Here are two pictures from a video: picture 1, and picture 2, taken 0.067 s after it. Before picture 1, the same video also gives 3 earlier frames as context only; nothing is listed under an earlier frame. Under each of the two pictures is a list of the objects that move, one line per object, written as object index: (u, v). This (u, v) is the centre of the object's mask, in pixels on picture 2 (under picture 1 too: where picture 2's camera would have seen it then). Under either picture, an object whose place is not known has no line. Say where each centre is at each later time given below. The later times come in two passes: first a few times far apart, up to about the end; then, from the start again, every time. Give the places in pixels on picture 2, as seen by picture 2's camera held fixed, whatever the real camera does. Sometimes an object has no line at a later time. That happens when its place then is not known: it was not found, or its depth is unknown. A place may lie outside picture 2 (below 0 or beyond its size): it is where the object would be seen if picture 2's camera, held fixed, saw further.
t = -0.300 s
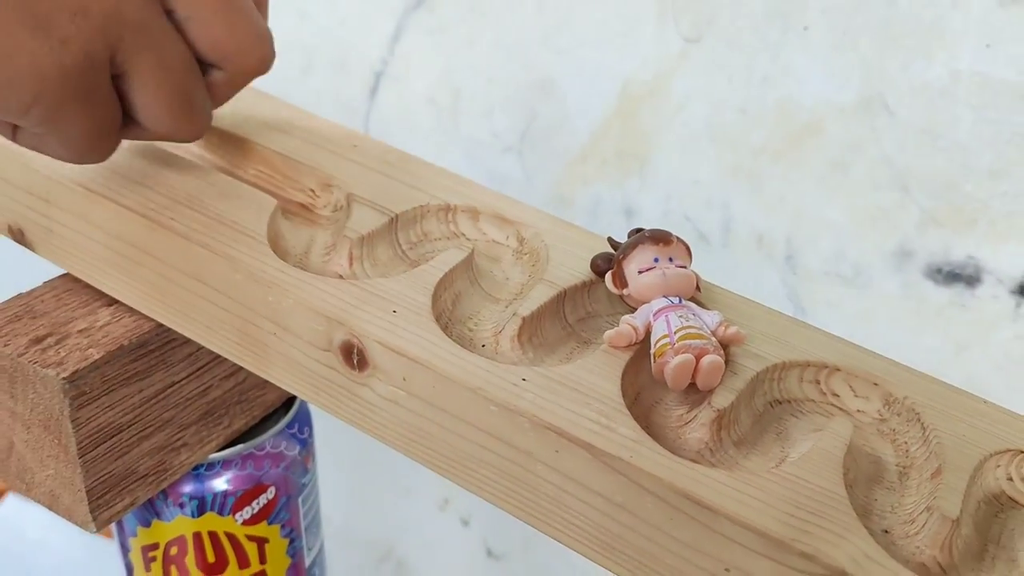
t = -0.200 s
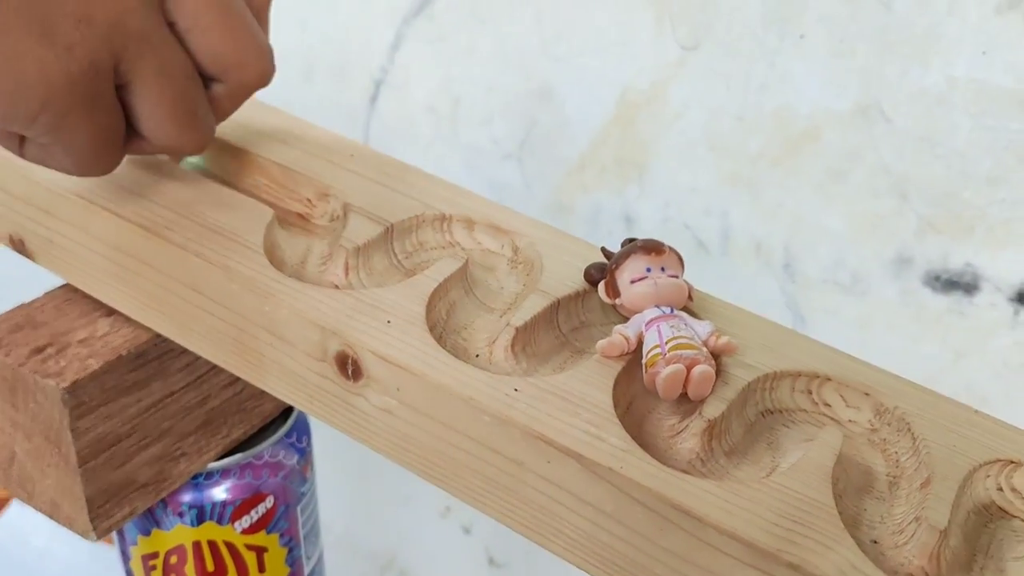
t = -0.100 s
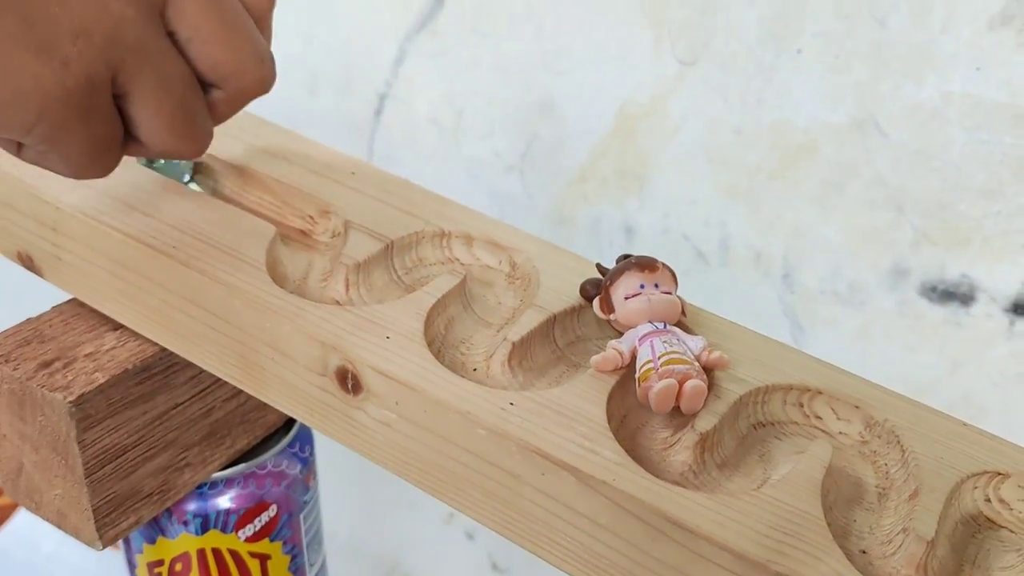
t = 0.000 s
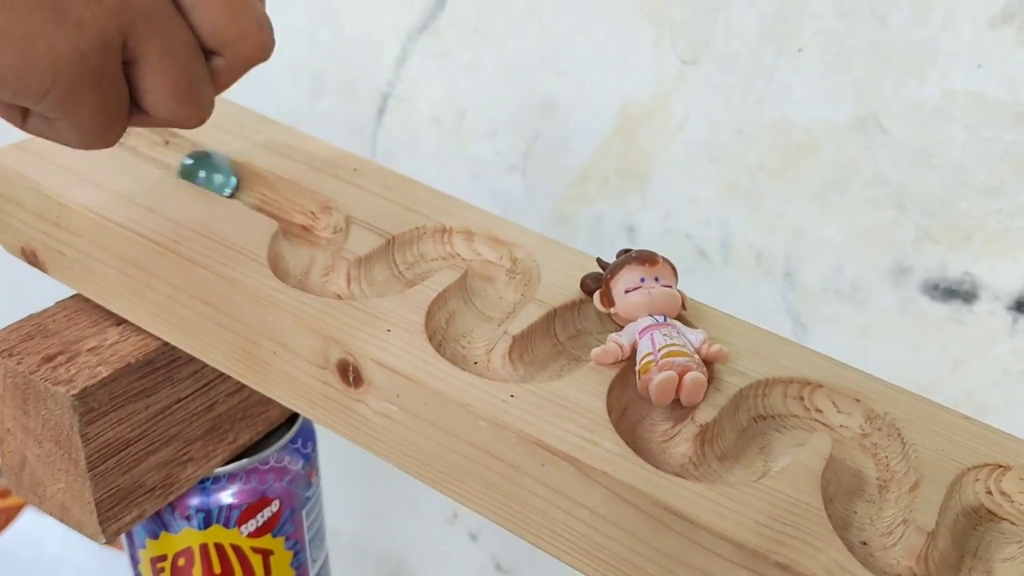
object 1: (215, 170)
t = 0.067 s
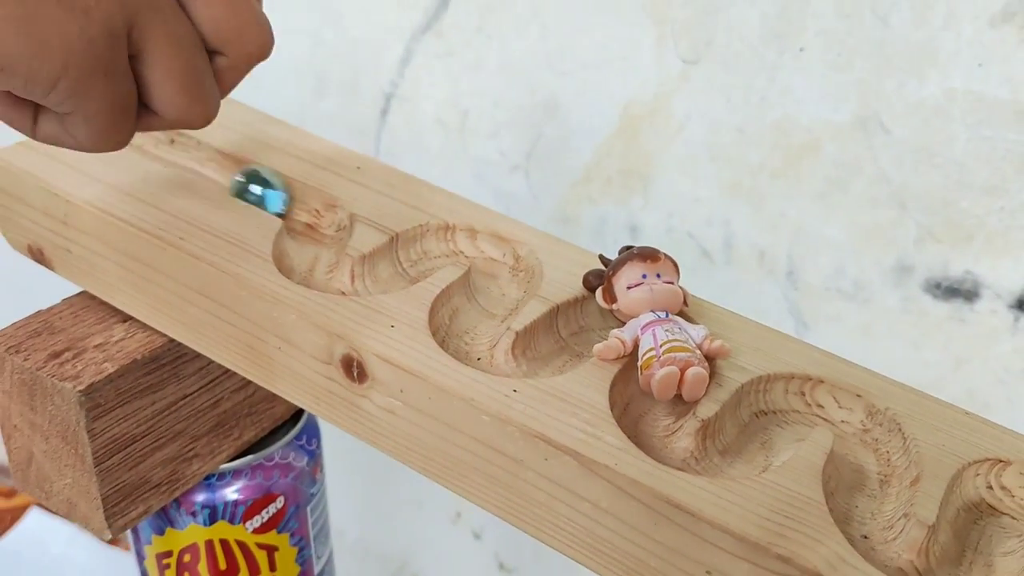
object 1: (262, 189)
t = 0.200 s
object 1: (305, 254)
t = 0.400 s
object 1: (444, 243)
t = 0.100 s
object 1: (292, 205)
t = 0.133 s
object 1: (321, 221)
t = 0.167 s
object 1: (321, 232)
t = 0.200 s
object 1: (305, 254)
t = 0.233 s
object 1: (318, 268)
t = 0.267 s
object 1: (345, 275)
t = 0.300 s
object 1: (377, 274)
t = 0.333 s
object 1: (401, 265)
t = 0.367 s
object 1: (421, 253)
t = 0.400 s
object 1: (444, 243)
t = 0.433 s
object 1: (472, 246)
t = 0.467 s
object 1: (500, 255)
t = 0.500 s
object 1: (507, 273)
